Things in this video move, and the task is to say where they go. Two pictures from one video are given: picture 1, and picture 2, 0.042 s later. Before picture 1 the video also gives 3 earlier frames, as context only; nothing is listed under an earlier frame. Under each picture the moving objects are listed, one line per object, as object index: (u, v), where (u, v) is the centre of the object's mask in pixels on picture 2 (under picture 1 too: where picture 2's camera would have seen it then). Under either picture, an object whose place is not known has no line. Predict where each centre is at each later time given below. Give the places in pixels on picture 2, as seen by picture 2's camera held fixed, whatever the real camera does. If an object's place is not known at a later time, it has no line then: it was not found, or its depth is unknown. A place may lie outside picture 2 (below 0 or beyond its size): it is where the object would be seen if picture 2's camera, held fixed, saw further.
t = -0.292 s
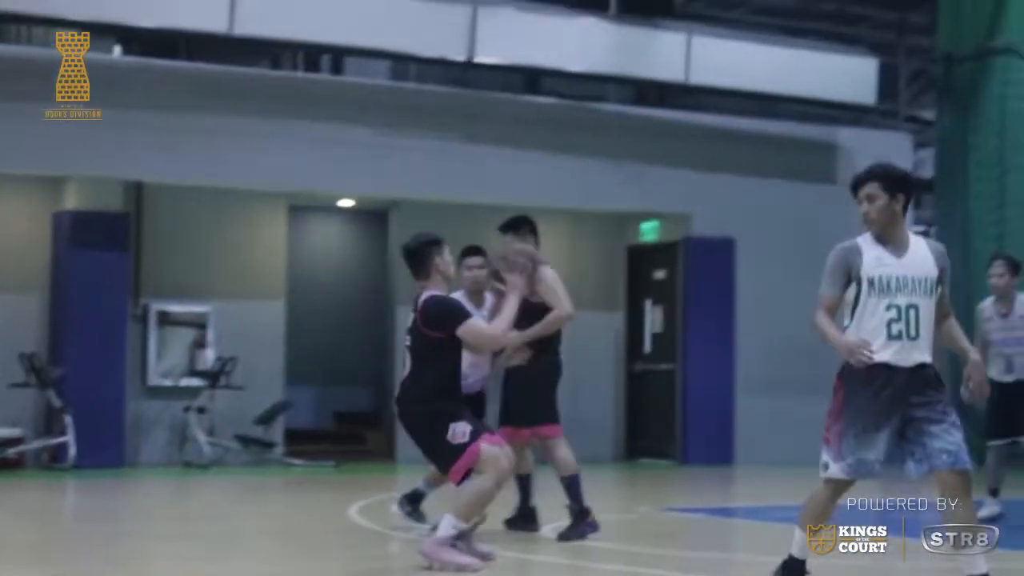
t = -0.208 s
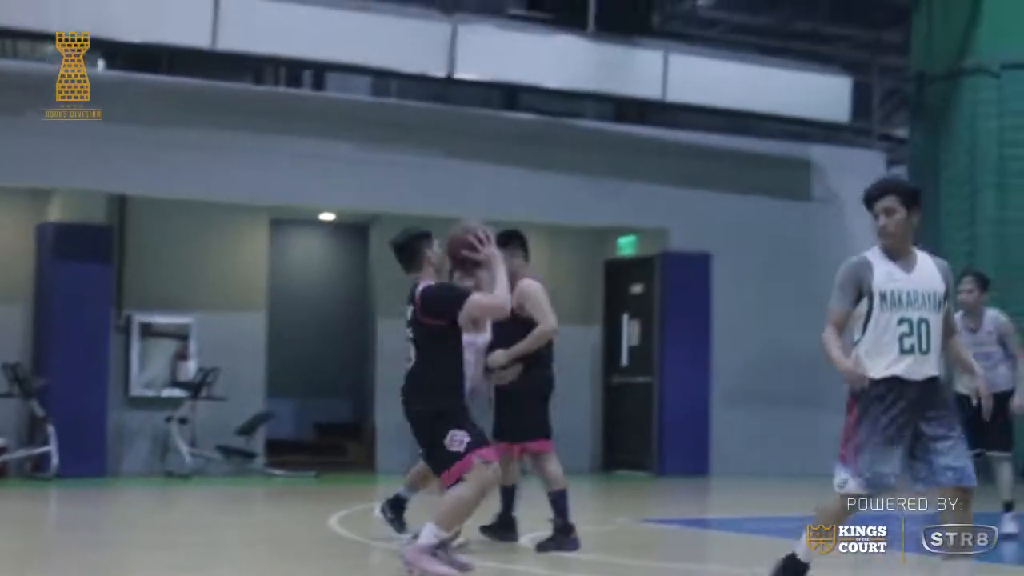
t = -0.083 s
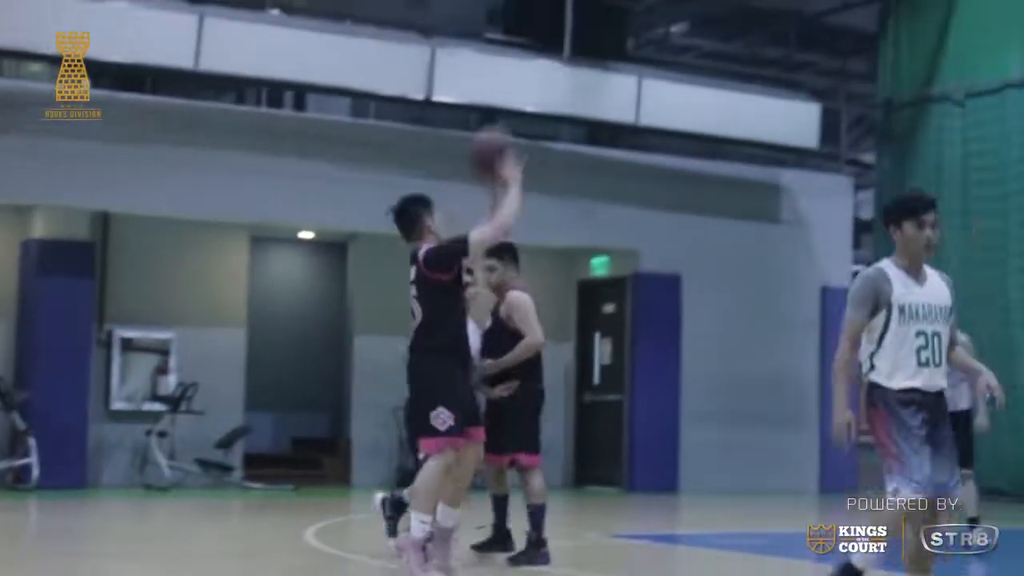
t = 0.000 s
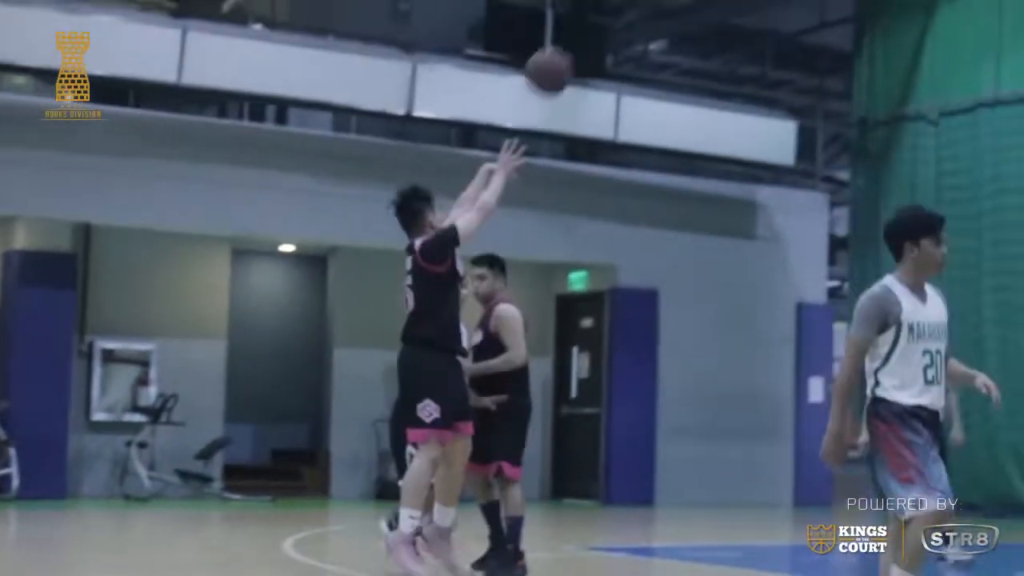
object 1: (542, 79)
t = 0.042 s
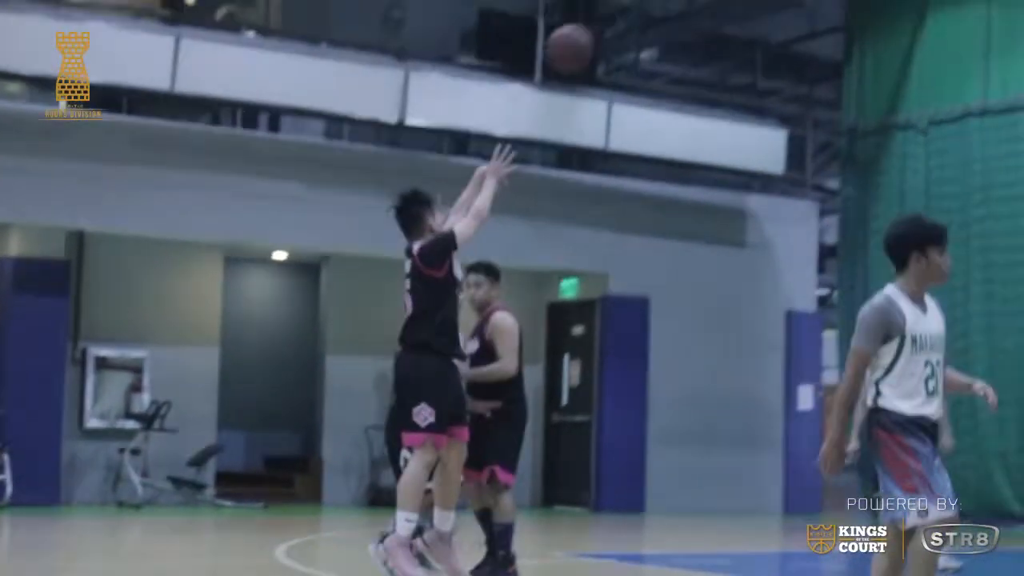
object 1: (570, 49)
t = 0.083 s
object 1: (614, 3)
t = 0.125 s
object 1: (642, -24)
